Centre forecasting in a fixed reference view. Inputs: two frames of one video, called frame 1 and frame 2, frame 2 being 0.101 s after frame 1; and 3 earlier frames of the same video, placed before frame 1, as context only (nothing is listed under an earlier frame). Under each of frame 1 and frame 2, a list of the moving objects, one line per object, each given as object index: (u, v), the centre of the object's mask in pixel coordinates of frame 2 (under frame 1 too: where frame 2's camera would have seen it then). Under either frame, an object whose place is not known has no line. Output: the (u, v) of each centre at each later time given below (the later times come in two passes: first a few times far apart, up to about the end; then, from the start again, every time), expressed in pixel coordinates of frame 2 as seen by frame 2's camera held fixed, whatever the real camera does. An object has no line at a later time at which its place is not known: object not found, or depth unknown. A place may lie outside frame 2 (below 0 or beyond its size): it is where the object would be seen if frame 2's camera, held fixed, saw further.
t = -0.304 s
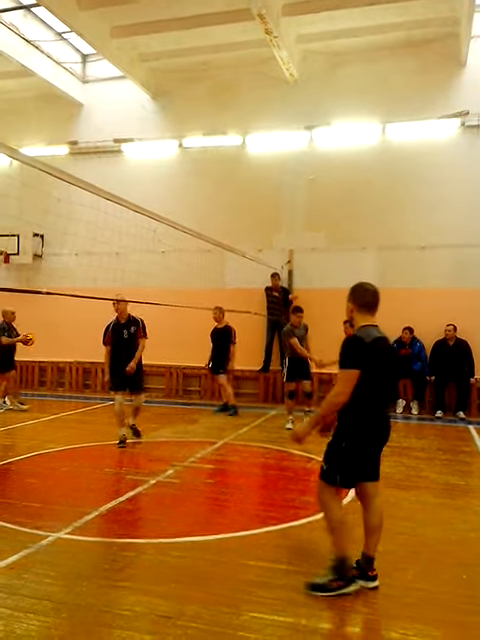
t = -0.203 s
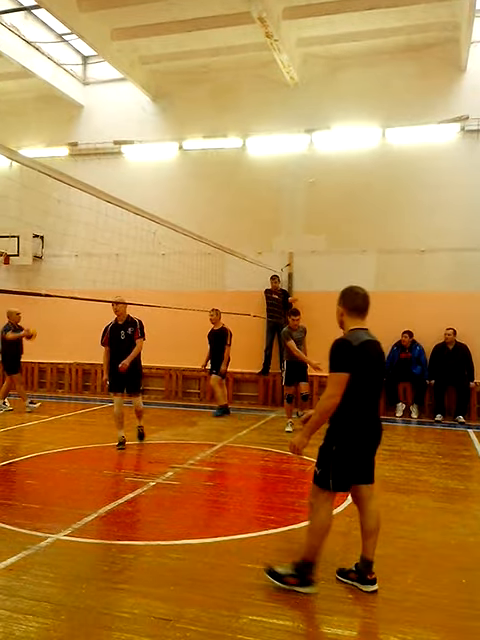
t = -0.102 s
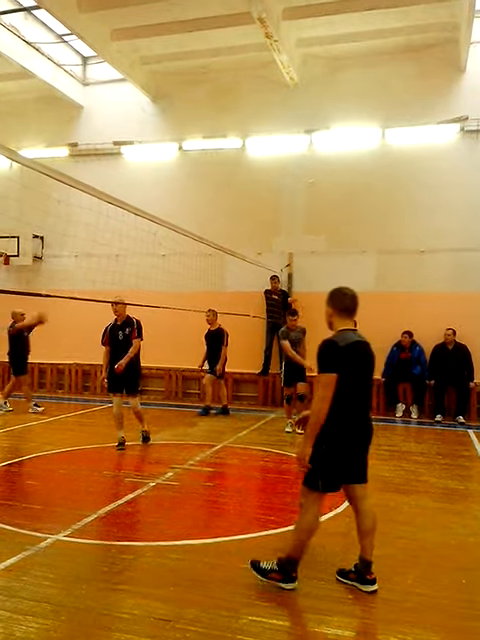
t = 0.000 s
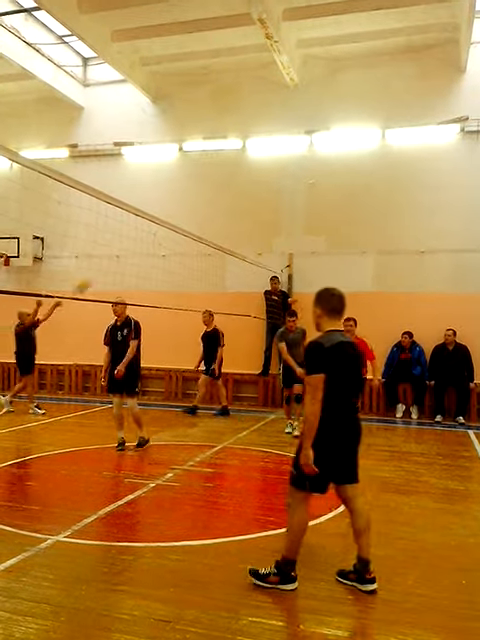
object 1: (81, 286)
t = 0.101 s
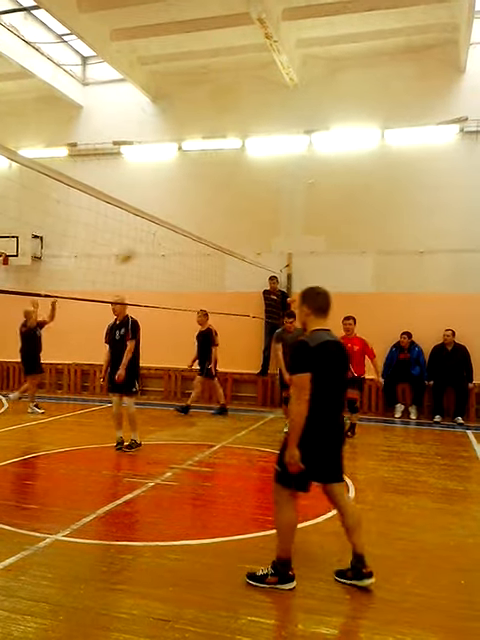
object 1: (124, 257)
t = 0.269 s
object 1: (201, 221)
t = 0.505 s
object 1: (308, 200)
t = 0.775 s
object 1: (435, 220)
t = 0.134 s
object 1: (141, 249)
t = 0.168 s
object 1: (156, 241)
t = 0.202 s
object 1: (170, 234)
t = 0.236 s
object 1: (188, 226)
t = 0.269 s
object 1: (201, 221)
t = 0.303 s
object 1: (217, 215)
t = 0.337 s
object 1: (232, 211)
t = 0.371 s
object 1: (247, 207)
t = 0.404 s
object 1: (263, 205)
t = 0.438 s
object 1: (279, 202)
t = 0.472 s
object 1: (293, 201)
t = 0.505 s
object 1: (308, 200)
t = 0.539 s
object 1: (324, 200)
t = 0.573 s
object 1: (340, 199)
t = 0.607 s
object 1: (357, 200)
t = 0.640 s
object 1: (372, 203)
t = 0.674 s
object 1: (388, 206)
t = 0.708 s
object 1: (404, 210)
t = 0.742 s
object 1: (420, 215)
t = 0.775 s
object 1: (435, 220)
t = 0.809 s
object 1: (451, 226)
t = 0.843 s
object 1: (468, 231)
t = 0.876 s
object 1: (484, 239)
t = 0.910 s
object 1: (501, 248)
